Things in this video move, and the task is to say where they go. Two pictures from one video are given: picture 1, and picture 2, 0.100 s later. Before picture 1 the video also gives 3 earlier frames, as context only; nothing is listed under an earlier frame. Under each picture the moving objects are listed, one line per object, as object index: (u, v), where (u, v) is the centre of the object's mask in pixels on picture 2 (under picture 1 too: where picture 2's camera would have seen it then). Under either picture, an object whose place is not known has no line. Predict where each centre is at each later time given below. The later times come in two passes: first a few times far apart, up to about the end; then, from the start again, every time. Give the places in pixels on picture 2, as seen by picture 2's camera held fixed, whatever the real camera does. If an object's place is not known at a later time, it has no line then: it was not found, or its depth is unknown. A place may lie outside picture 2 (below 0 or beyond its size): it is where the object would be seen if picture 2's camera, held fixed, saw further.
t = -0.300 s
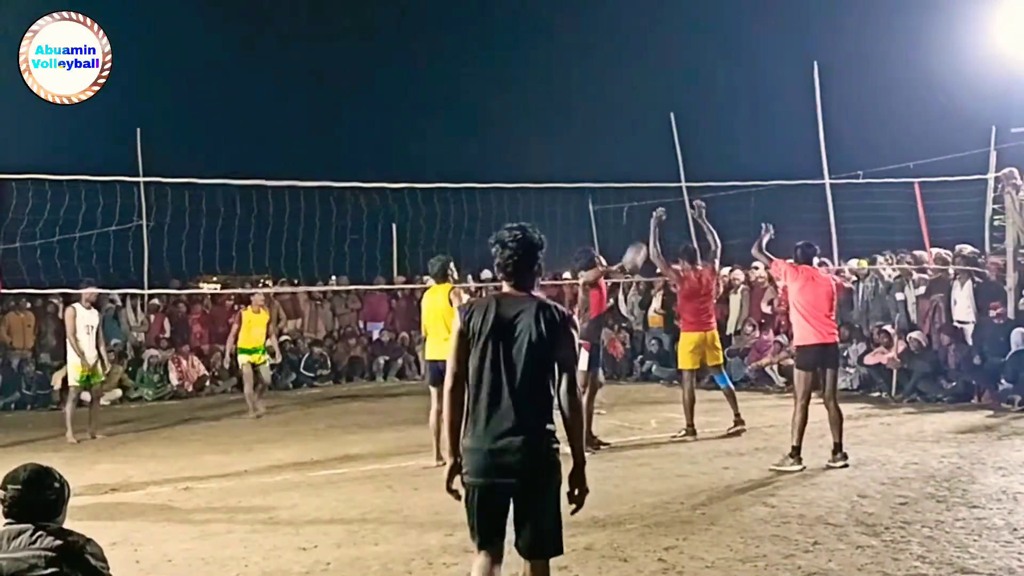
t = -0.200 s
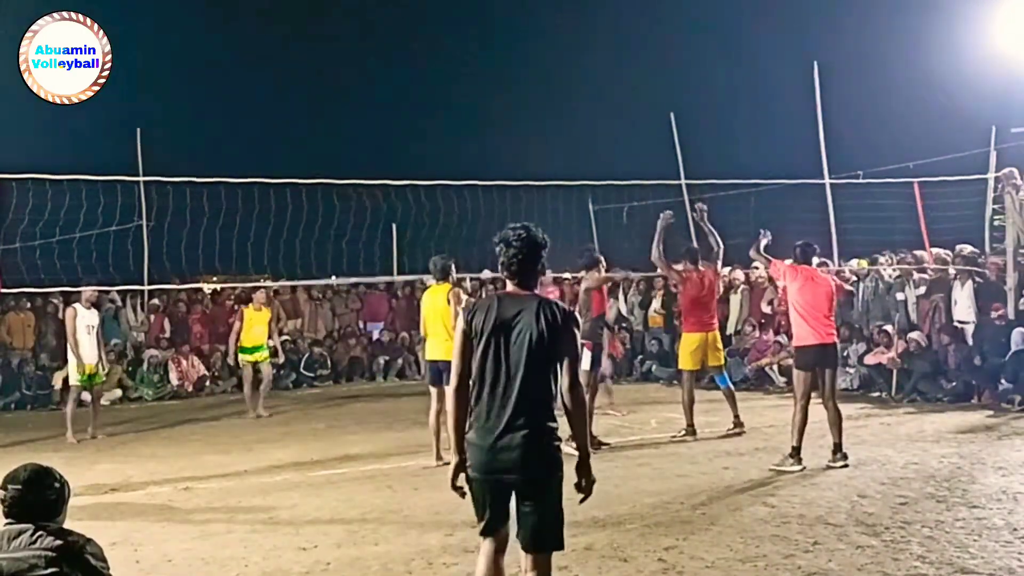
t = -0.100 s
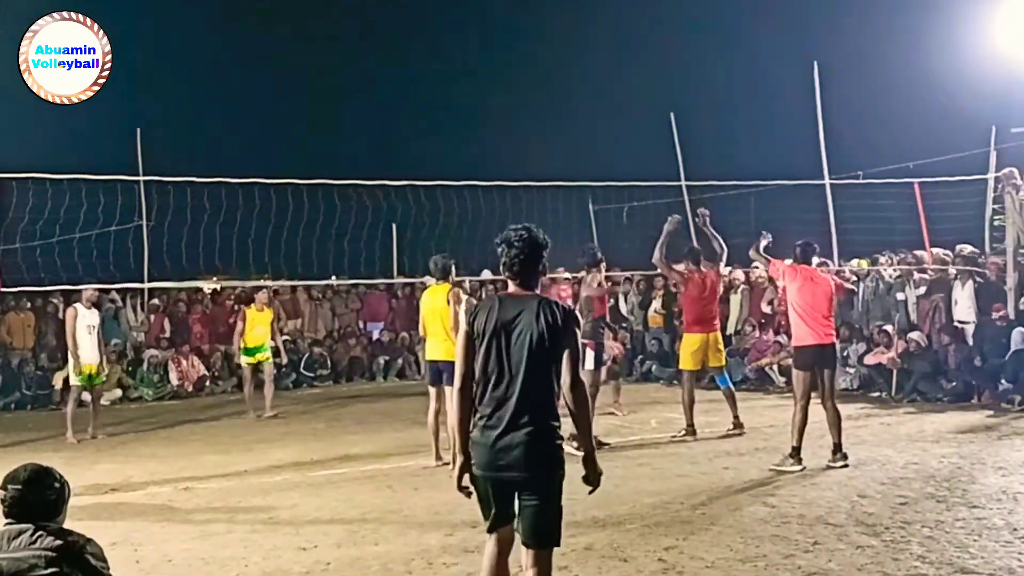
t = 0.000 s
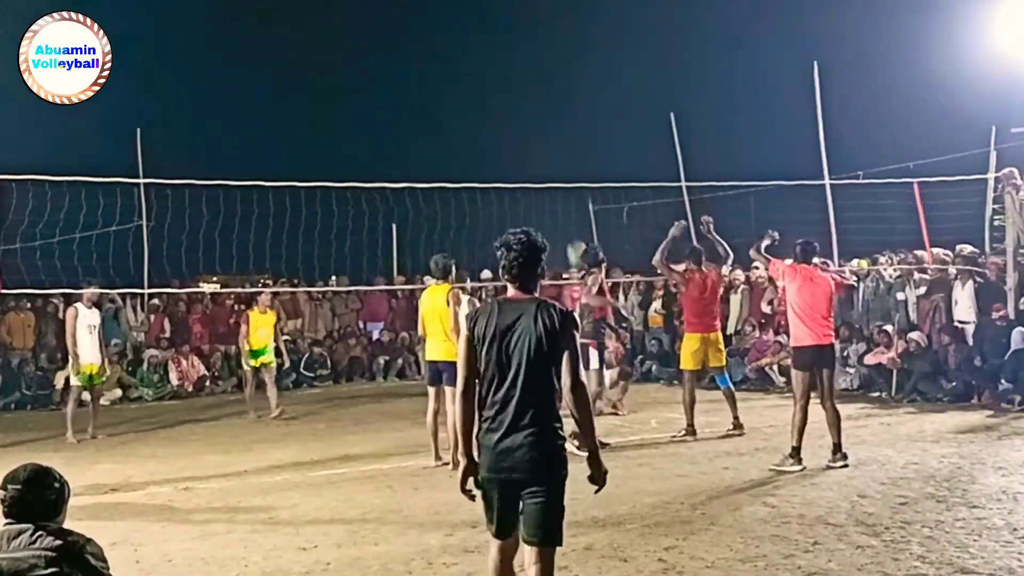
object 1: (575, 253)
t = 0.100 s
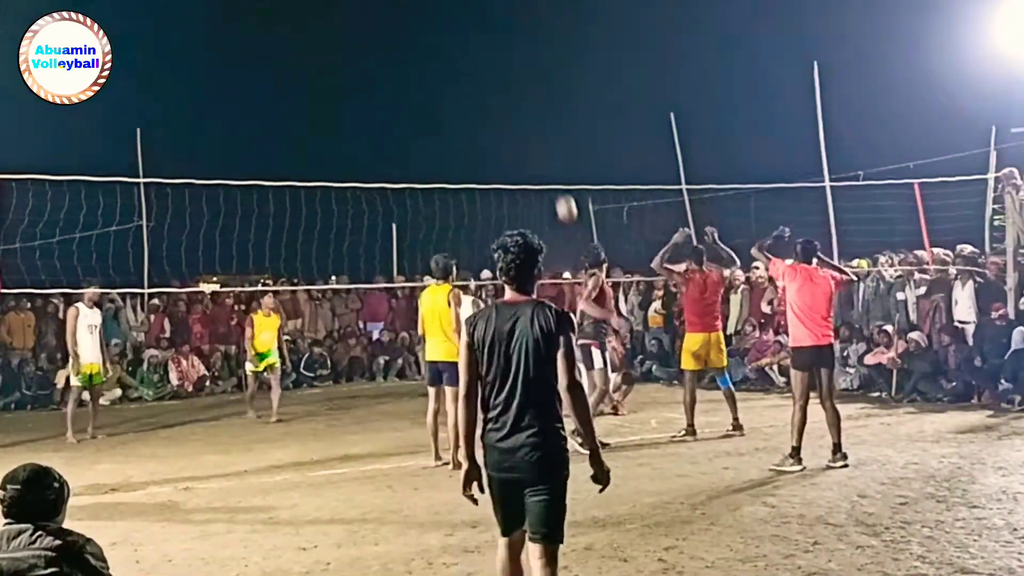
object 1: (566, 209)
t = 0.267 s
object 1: (548, 150)
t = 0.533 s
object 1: (520, 105)
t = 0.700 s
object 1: (502, 109)
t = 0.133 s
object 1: (563, 197)
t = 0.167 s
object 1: (559, 182)
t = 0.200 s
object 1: (555, 170)
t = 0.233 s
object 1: (552, 159)
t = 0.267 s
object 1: (548, 150)
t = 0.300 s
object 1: (545, 140)
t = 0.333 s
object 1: (541, 132)
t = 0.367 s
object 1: (537, 125)
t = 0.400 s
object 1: (533, 119)
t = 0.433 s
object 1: (530, 114)
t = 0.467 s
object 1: (526, 110)
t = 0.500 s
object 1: (523, 107)
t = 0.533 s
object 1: (520, 105)
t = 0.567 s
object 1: (516, 104)
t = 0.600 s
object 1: (513, 103)
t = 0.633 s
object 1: (509, 104)
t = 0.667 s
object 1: (506, 106)
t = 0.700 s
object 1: (502, 109)
